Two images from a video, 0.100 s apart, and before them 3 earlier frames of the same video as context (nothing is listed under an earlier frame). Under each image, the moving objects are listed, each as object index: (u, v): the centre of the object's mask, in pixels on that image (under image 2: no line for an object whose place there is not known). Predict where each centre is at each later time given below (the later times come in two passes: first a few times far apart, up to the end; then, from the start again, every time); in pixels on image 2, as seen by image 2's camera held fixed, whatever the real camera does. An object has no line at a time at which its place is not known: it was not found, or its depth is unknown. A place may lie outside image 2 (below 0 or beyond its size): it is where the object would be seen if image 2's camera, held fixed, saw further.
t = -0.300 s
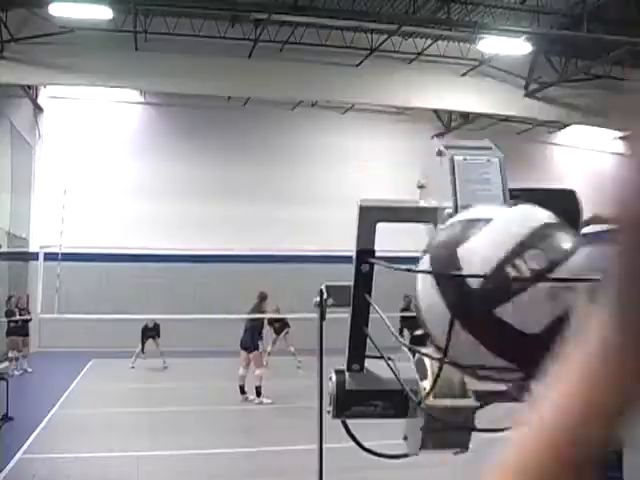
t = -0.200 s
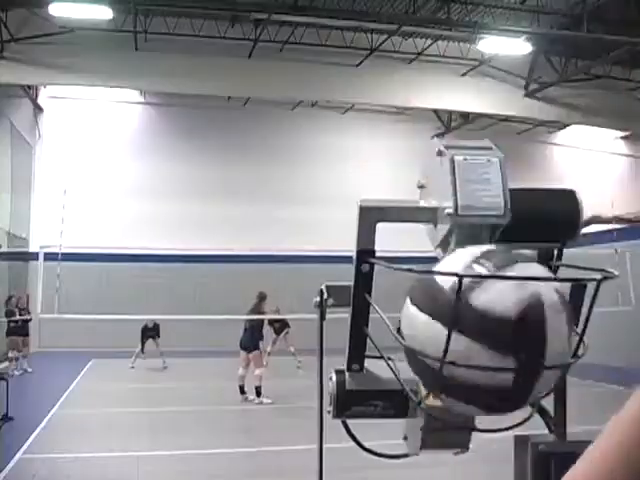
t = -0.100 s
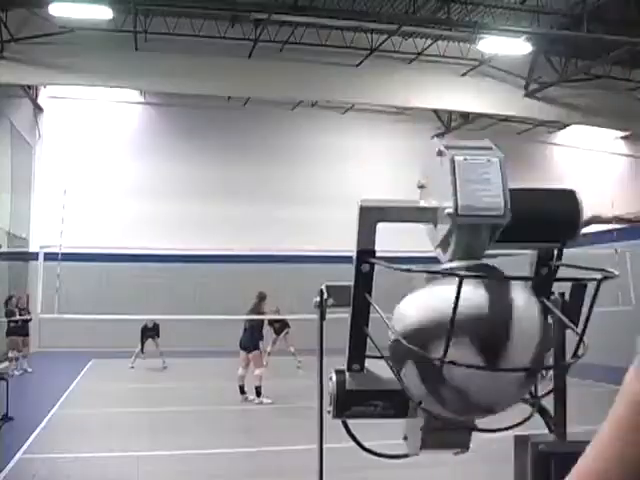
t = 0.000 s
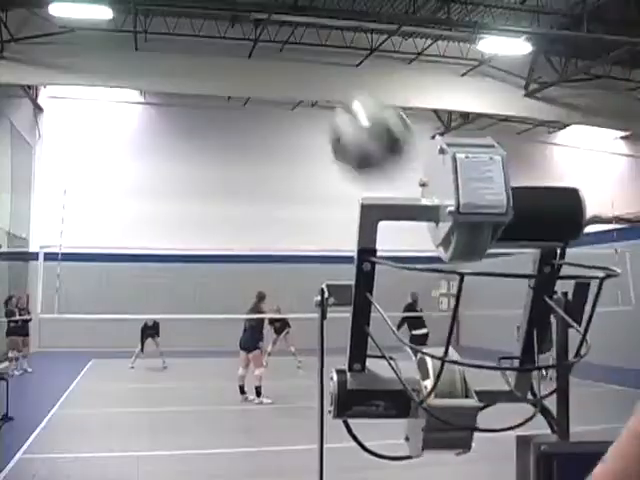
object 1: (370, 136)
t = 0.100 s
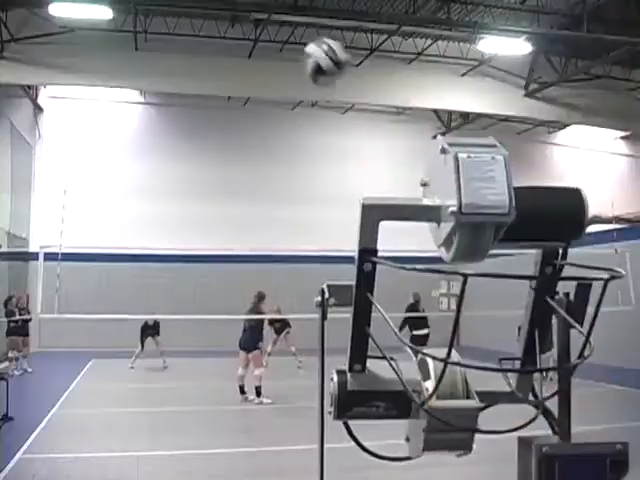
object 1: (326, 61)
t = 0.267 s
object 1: (290, 46)
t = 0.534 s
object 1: (261, 70)
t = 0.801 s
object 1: (244, 113)
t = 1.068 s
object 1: (239, 165)
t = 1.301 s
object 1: (242, 220)
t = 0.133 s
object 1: (315, 54)
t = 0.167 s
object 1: (308, 47)
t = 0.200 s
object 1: (302, 46)
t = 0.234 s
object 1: (296, 45)
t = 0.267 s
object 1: (290, 46)
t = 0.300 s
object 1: (285, 48)
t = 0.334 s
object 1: (281, 50)
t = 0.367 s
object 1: (277, 53)
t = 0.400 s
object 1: (273, 55)
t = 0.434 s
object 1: (270, 58)
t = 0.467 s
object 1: (267, 63)
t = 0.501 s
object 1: (263, 66)
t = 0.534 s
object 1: (261, 70)
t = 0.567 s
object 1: (258, 75)
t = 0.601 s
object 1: (255, 80)
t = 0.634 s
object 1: (253, 85)
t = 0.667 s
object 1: (250, 90)
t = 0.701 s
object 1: (249, 95)
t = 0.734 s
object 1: (247, 101)
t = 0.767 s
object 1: (246, 106)
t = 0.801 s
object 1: (244, 113)
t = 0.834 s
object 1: (243, 119)
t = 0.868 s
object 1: (243, 125)
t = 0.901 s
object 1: (242, 133)
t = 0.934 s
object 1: (240, 138)
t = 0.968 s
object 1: (240, 145)
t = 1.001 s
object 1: (240, 152)
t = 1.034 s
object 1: (240, 158)
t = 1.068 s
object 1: (239, 165)
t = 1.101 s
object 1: (240, 173)
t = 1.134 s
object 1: (240, 180)
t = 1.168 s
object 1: (240, 188)
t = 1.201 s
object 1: (240, 196)
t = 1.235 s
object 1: (241, 203)
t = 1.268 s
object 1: (242, 212)
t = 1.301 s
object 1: (242, 220)
